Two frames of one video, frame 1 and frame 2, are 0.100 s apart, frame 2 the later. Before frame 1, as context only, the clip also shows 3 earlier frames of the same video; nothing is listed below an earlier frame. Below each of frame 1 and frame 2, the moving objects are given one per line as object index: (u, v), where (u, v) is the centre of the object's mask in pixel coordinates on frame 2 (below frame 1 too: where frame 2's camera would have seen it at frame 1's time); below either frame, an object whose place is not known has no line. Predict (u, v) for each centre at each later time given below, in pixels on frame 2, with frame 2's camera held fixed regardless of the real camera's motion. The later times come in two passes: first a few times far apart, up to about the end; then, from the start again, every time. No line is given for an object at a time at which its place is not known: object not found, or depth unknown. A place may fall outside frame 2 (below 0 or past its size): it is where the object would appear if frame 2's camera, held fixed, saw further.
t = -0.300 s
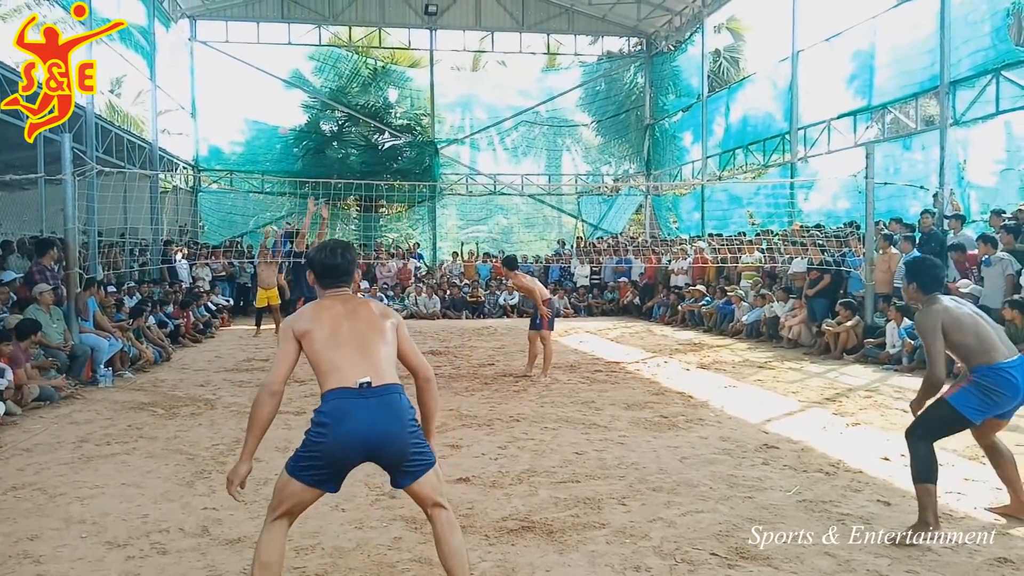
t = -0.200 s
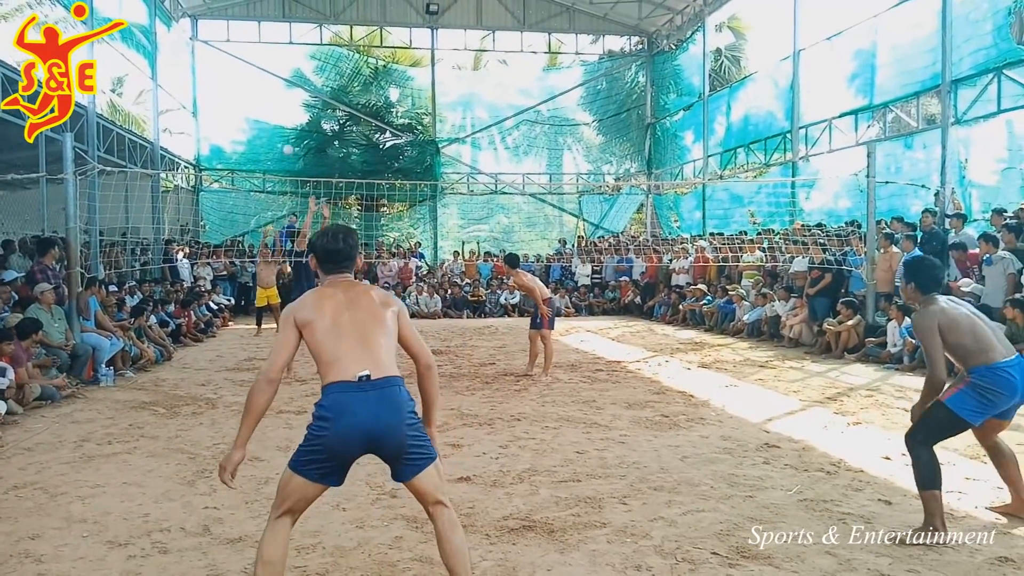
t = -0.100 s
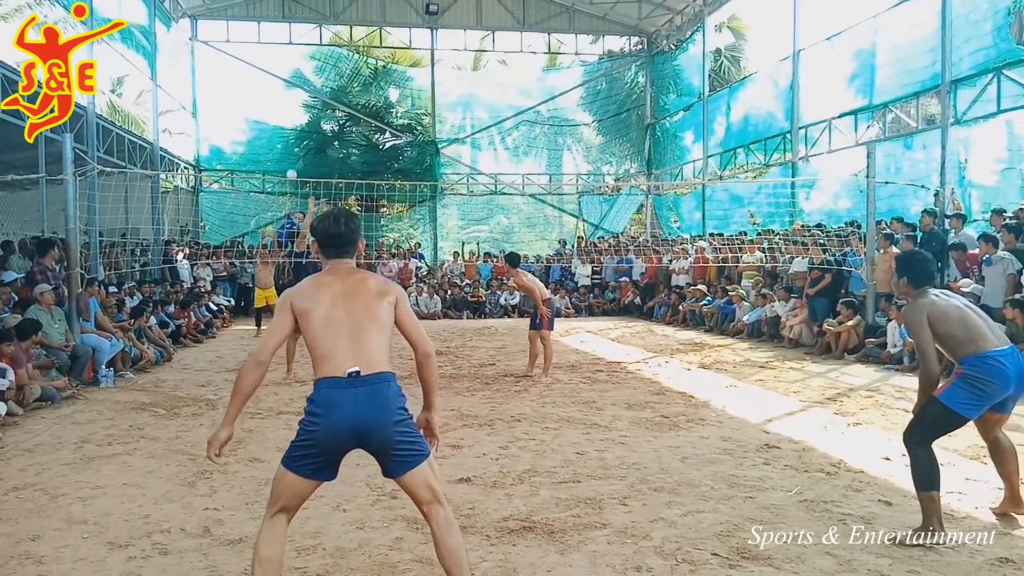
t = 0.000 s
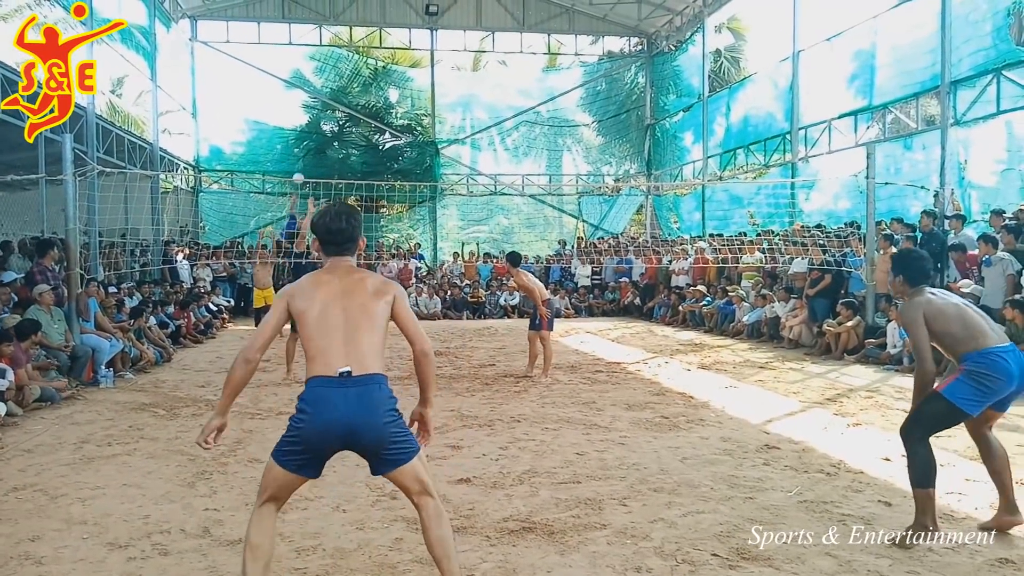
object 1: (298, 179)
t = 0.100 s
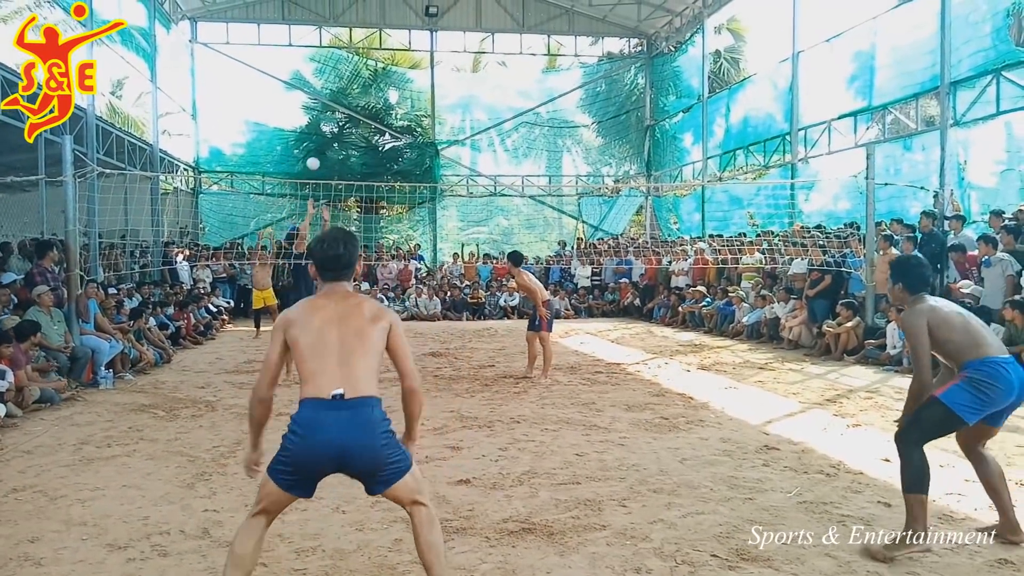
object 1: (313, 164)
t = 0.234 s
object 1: (348, 155)
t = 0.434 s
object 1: (468, 205)
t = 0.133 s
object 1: (320, 160)
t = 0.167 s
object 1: (329, 156)
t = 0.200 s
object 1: (336, 155)
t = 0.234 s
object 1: (348, 155)
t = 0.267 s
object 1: (360, 156)
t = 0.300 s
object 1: (375, 159)
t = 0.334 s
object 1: (392, 165)
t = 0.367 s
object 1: (413, 174)
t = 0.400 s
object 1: (437, 186)
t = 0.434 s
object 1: (468, 205)
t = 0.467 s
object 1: (505, 229)
